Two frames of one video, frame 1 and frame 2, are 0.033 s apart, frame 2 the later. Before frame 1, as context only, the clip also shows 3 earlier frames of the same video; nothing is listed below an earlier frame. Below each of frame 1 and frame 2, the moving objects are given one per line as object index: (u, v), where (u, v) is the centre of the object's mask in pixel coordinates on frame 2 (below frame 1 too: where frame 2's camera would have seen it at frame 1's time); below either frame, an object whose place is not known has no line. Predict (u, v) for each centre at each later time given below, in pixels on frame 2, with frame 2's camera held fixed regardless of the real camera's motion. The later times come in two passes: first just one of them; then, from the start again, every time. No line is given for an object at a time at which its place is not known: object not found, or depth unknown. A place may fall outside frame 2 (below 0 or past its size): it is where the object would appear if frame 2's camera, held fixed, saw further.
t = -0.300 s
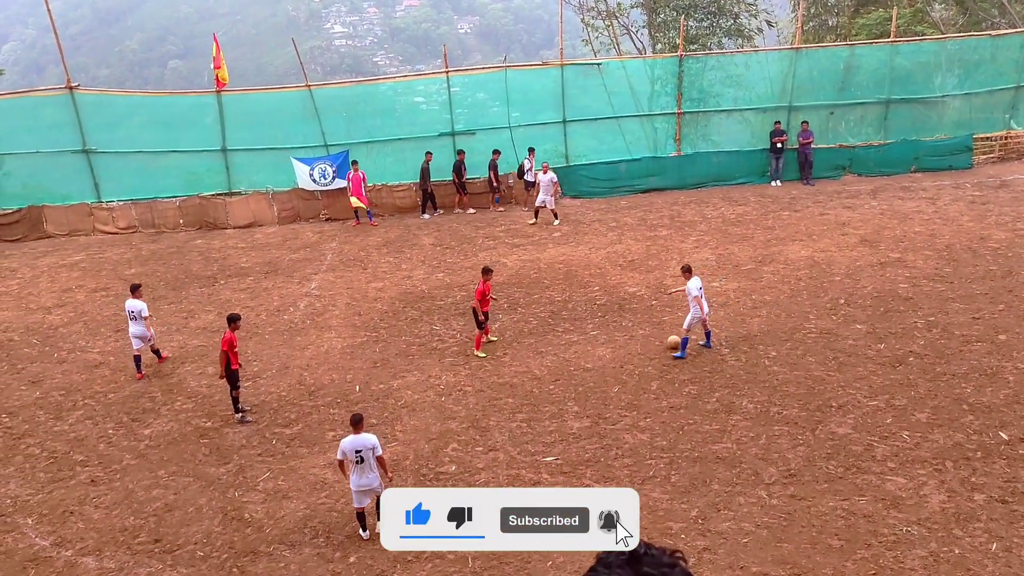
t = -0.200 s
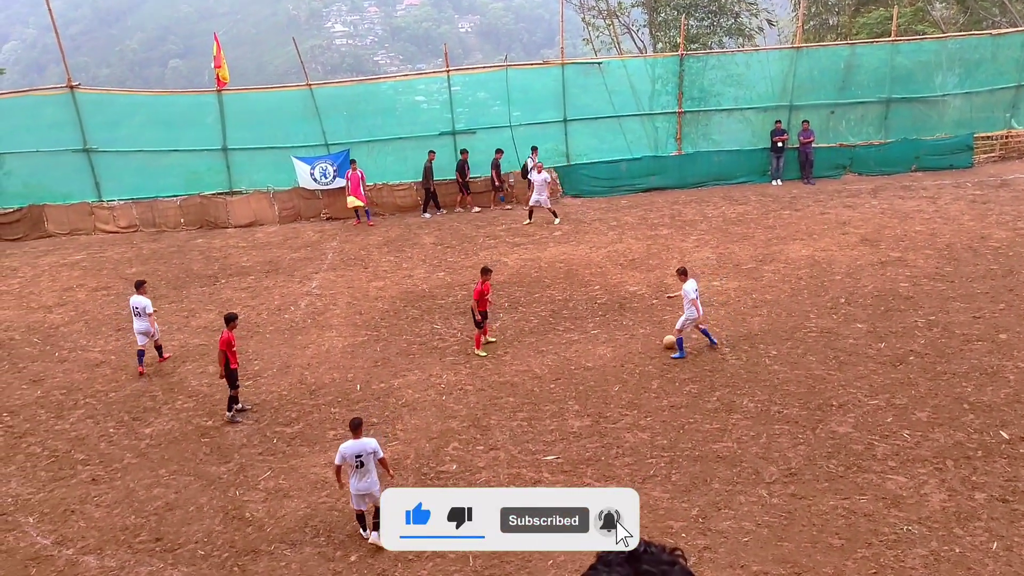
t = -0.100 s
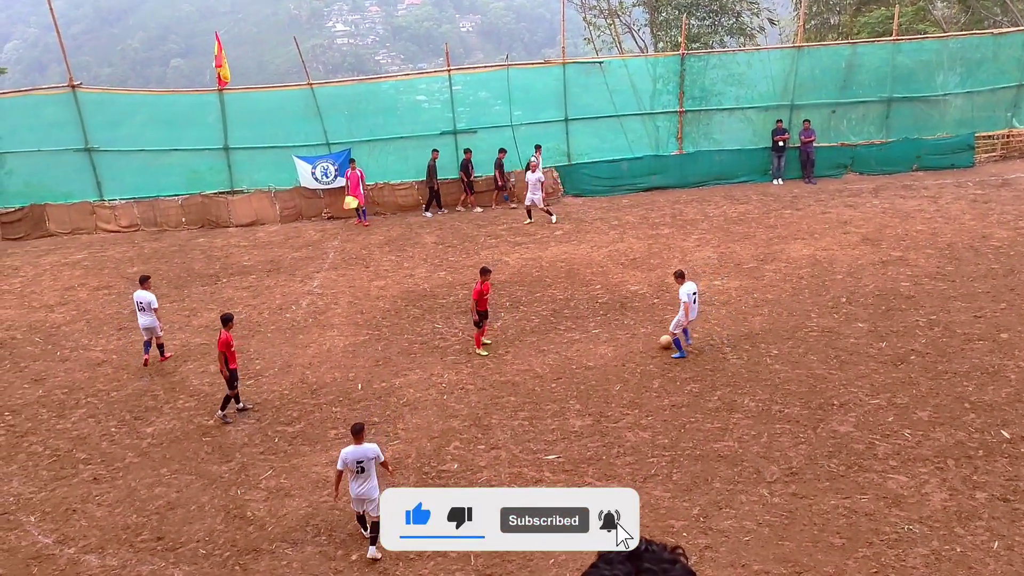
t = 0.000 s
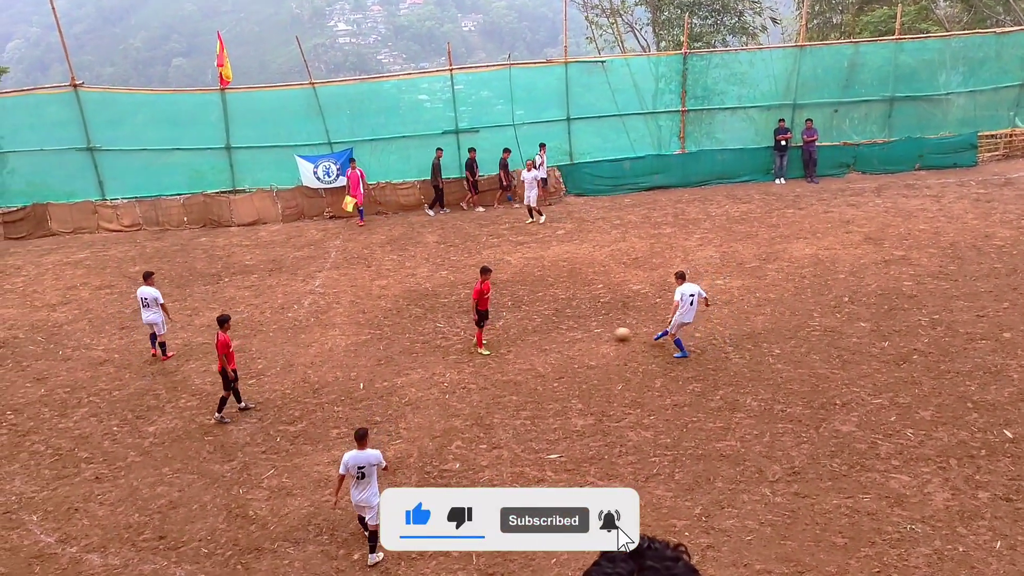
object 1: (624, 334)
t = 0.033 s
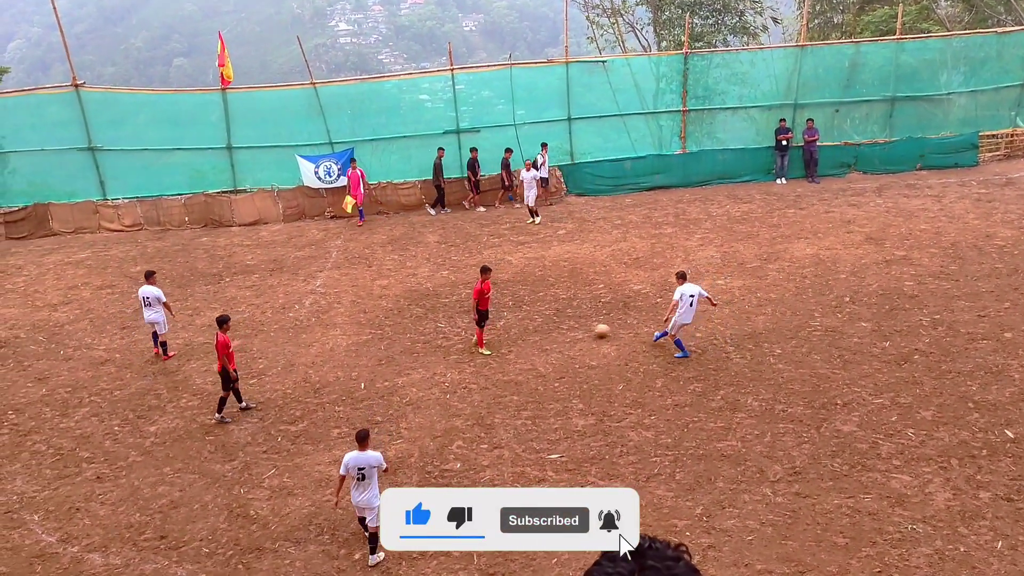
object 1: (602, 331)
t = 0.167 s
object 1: (528, 318)
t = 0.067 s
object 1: (581, 328)
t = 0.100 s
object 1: (562, 325)
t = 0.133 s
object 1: (547, 321)
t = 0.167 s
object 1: (528, 318)
